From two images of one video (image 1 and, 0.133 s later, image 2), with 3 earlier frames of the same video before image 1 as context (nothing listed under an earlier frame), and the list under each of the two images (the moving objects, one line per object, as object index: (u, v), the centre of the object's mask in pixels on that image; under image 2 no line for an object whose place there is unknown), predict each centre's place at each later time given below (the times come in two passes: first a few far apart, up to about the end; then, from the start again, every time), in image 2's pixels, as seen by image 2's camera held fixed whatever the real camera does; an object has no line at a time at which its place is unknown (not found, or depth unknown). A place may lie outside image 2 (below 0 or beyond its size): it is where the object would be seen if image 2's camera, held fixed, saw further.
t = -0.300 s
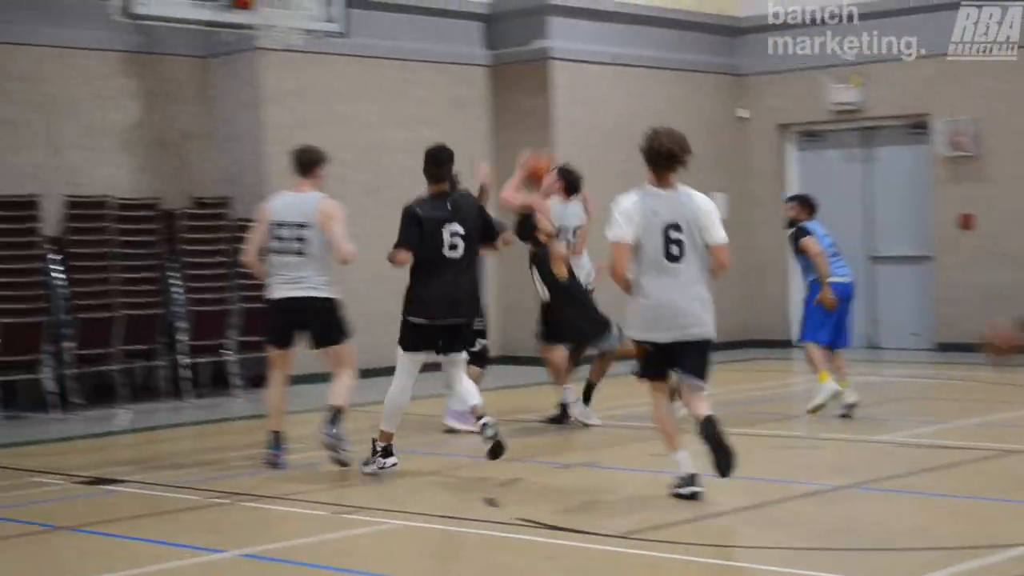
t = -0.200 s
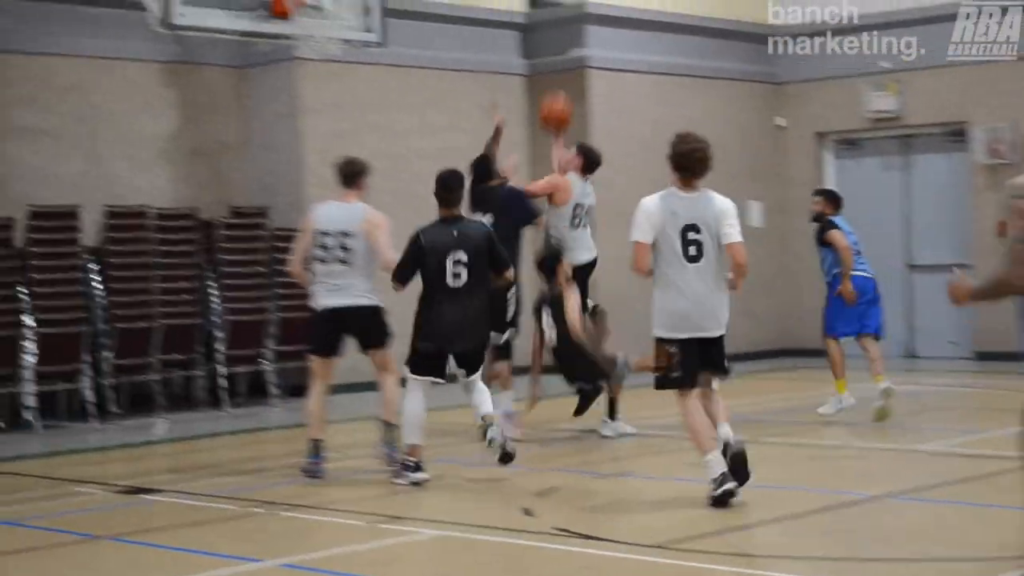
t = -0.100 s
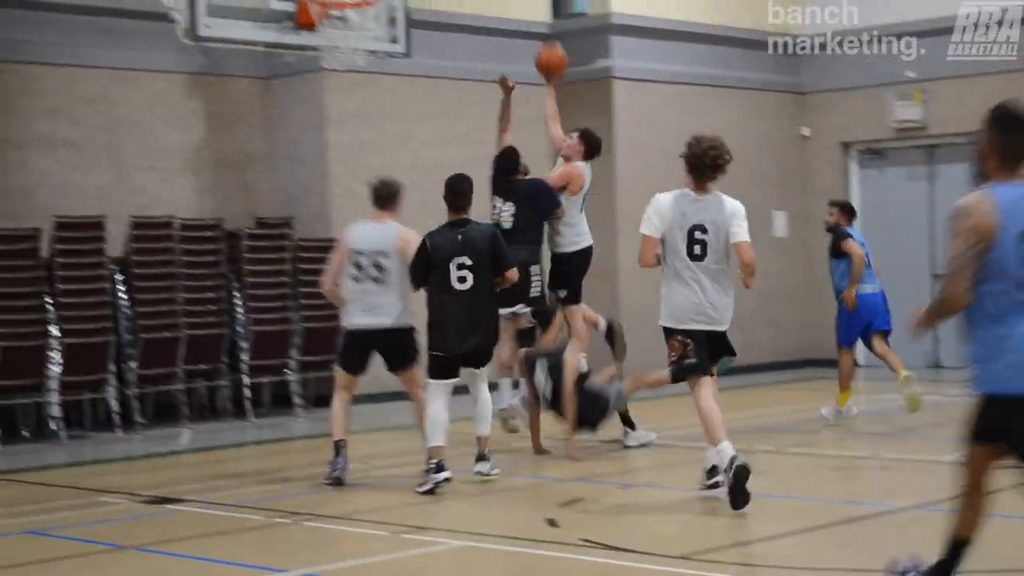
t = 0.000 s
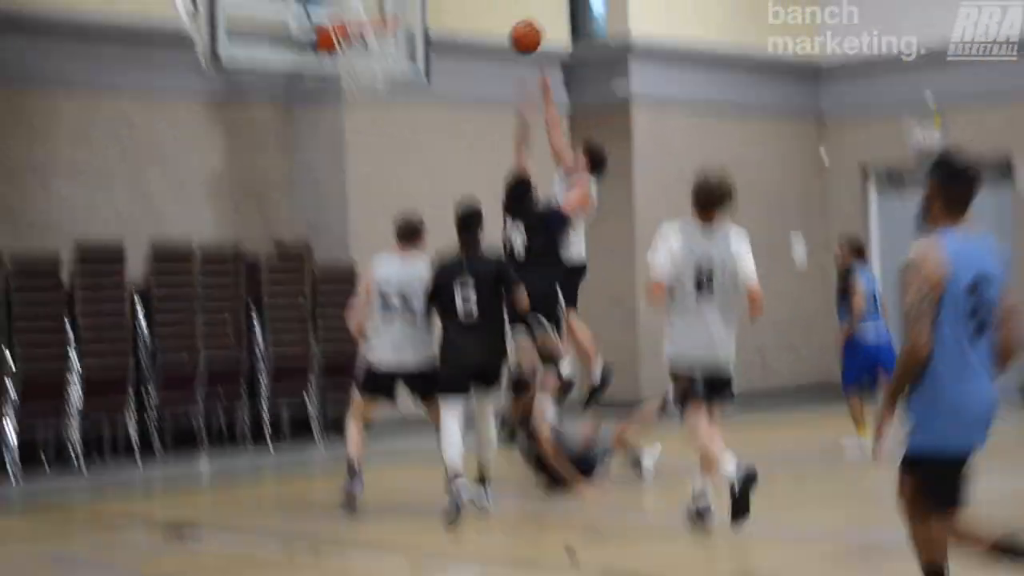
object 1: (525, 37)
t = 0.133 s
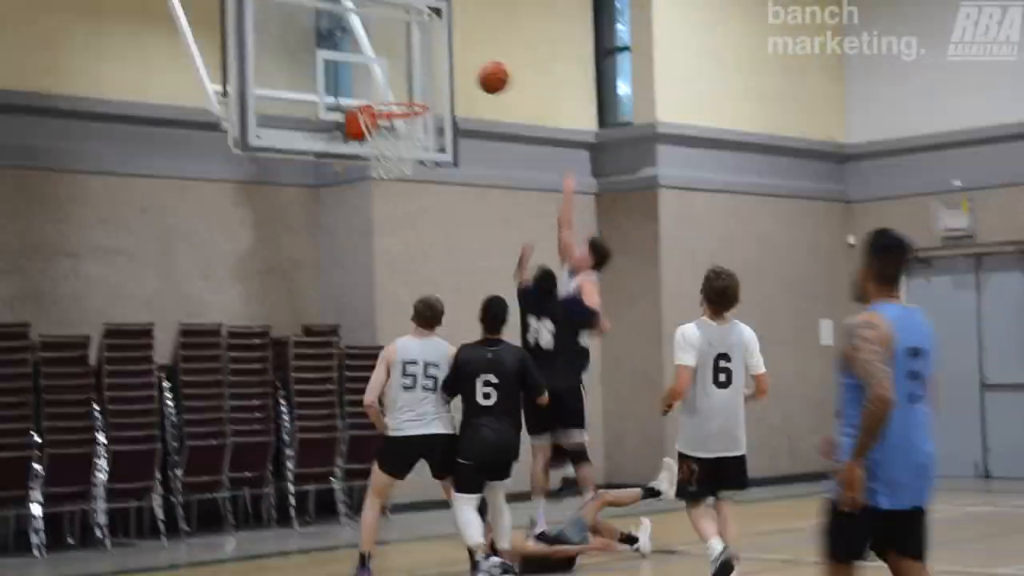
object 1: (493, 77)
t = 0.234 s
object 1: (449, 60)
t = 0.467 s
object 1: (403, 66)
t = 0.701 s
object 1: (397, 144)
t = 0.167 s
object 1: (479, 69)
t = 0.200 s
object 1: (464, 63)
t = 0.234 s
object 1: (449, 60)
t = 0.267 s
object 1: (434, 57)
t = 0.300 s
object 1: (419, 56)
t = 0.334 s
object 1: (408, 57)
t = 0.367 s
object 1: (407, 57)
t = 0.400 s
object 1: (406, 59)
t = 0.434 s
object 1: (404, 61)
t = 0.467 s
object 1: (403, 66)
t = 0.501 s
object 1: (402, 72)
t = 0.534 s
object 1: (400, 80)
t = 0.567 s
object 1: (399, 89)
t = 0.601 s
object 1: (399, 94)
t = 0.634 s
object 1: (401, 118)
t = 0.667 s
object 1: (396, 129)
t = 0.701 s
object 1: (397, 144)
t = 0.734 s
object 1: (398, 151)
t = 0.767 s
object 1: (398, 162)
